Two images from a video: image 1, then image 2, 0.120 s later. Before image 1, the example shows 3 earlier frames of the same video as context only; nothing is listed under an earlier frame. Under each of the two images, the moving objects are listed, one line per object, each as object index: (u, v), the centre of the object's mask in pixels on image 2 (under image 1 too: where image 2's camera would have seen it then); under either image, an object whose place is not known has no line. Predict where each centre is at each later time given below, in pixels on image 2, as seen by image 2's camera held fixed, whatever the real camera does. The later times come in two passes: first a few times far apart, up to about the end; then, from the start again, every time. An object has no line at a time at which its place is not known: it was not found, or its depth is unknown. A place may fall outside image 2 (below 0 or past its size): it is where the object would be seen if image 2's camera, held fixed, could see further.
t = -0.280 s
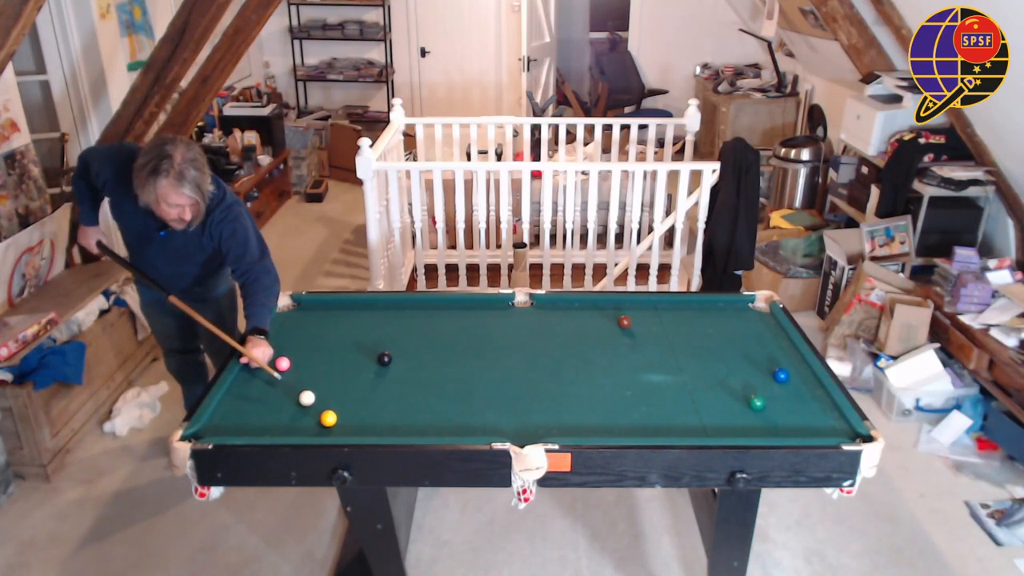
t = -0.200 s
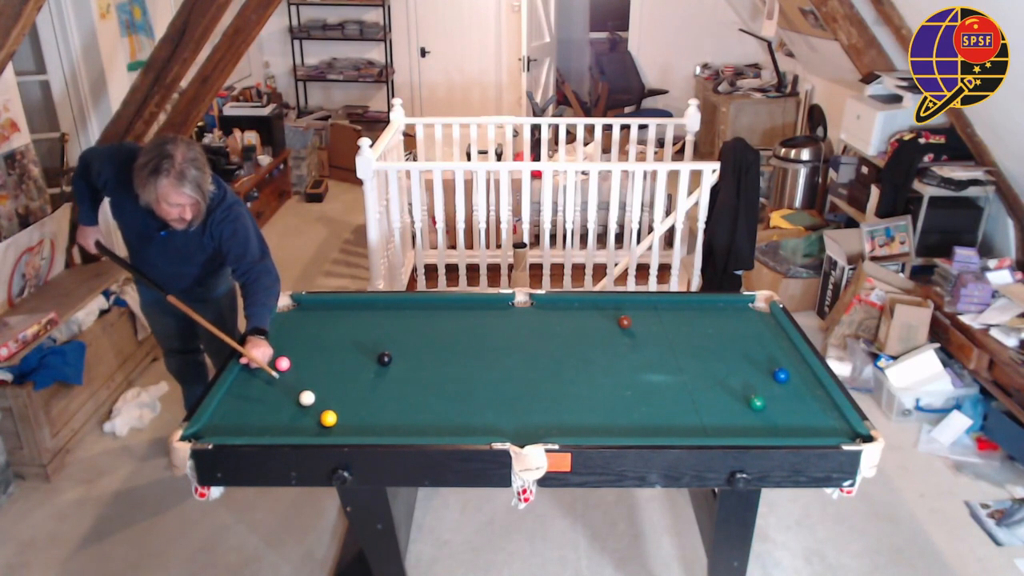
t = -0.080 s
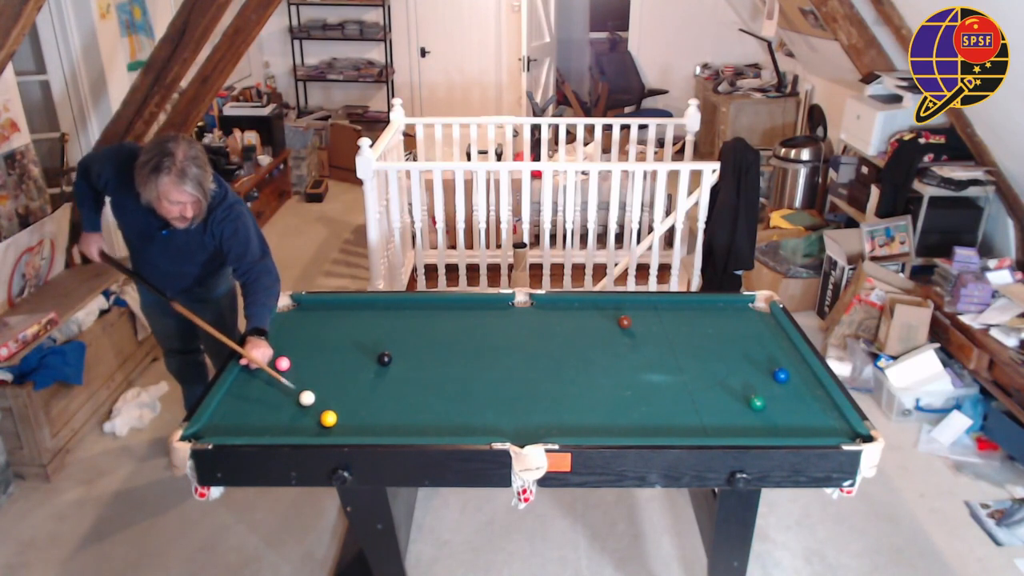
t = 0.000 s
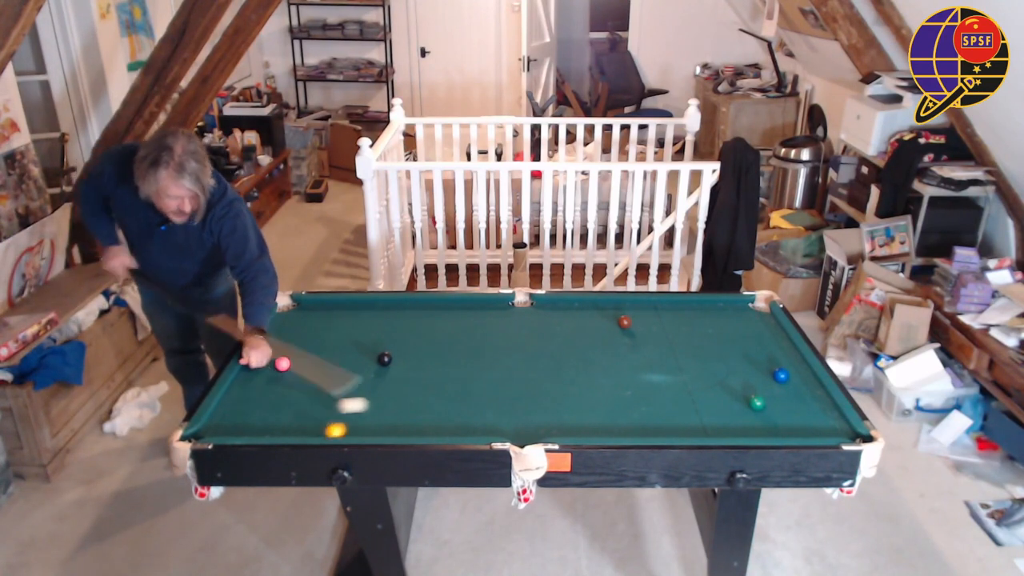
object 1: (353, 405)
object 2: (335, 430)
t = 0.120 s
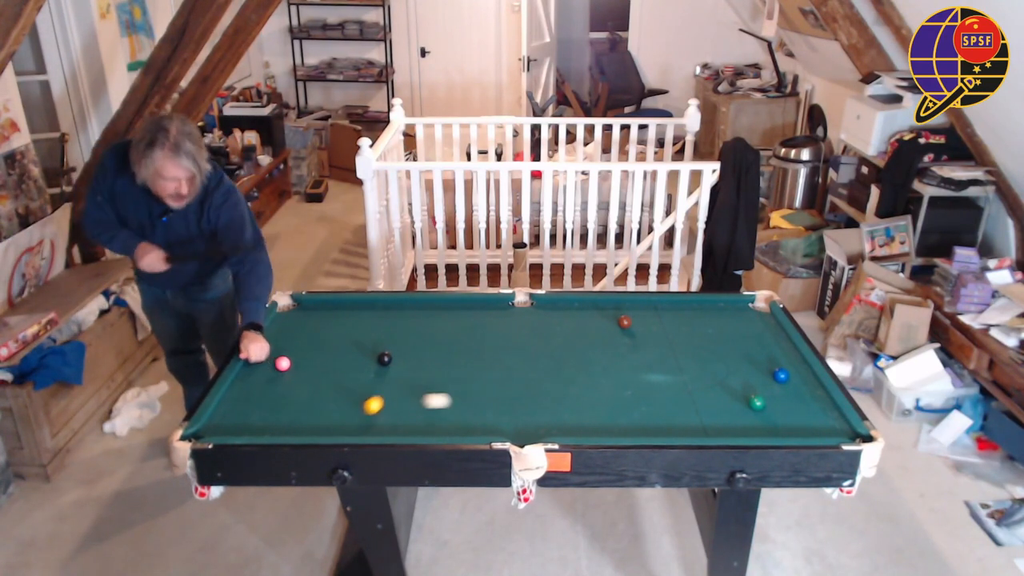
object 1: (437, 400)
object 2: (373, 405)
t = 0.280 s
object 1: (534, 397)
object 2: (413, 373)
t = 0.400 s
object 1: (605, 393)
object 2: (438, 352)
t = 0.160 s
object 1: (461, 399)
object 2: (384, 397)
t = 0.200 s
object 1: (486, 398)
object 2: (394, 388)
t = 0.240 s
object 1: (510, 398)
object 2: (404, 381)
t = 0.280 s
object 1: (534, 397)
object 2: (413, 373)
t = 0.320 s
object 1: (557, 395)
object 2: (422, 366)
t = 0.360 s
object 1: (581, 394)
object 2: (430, 359)
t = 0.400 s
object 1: (605, 393)
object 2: (438, 352)
